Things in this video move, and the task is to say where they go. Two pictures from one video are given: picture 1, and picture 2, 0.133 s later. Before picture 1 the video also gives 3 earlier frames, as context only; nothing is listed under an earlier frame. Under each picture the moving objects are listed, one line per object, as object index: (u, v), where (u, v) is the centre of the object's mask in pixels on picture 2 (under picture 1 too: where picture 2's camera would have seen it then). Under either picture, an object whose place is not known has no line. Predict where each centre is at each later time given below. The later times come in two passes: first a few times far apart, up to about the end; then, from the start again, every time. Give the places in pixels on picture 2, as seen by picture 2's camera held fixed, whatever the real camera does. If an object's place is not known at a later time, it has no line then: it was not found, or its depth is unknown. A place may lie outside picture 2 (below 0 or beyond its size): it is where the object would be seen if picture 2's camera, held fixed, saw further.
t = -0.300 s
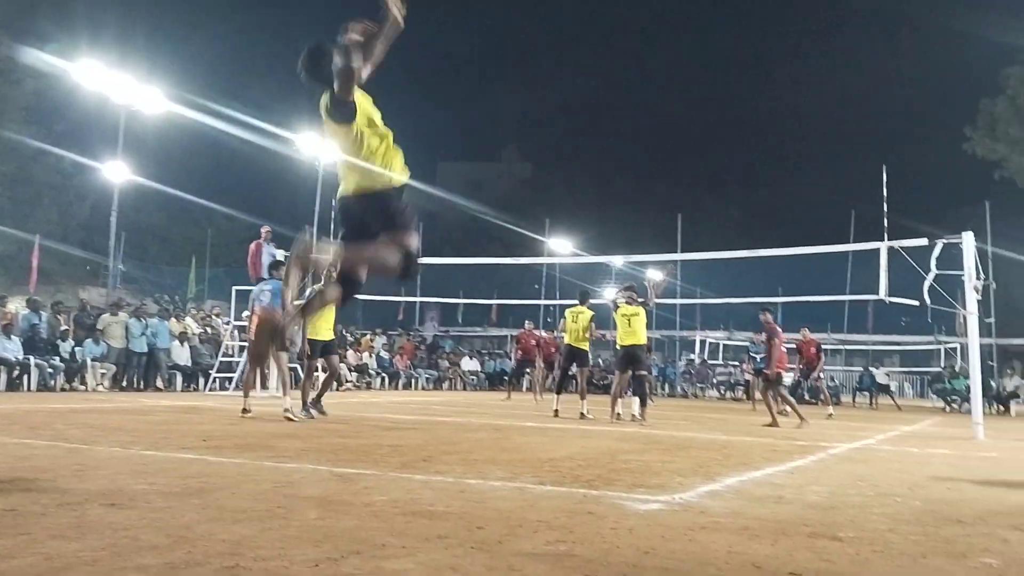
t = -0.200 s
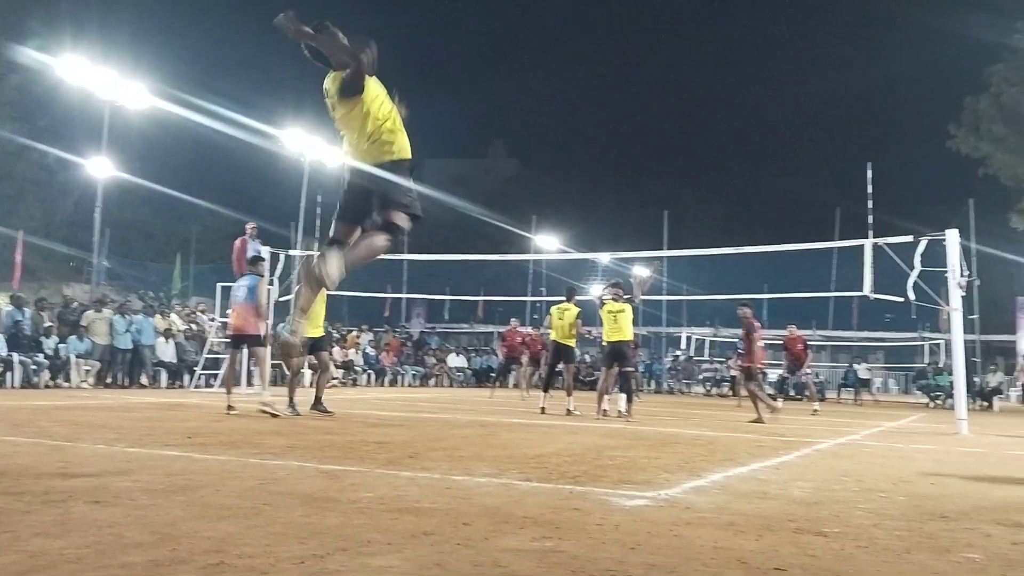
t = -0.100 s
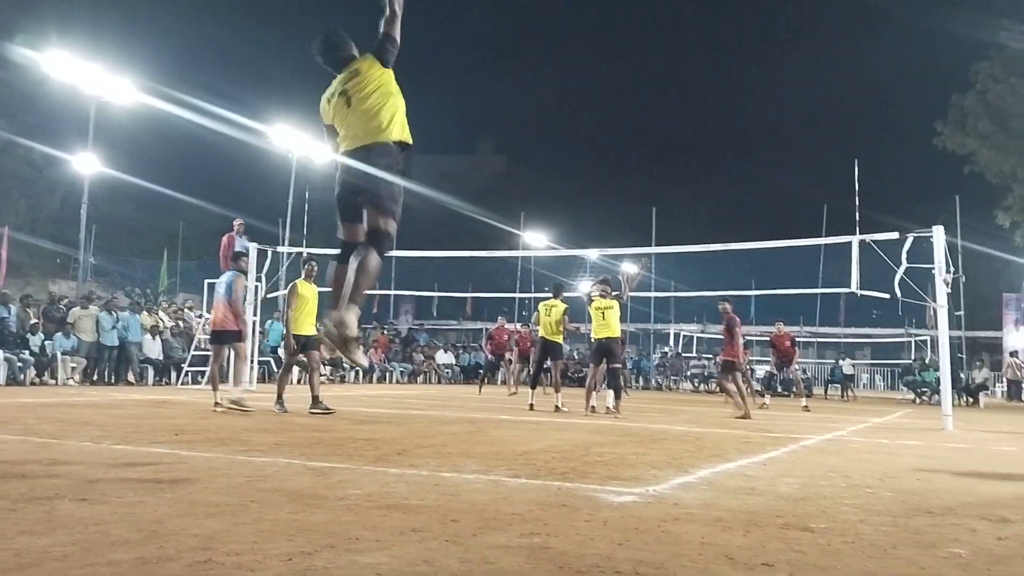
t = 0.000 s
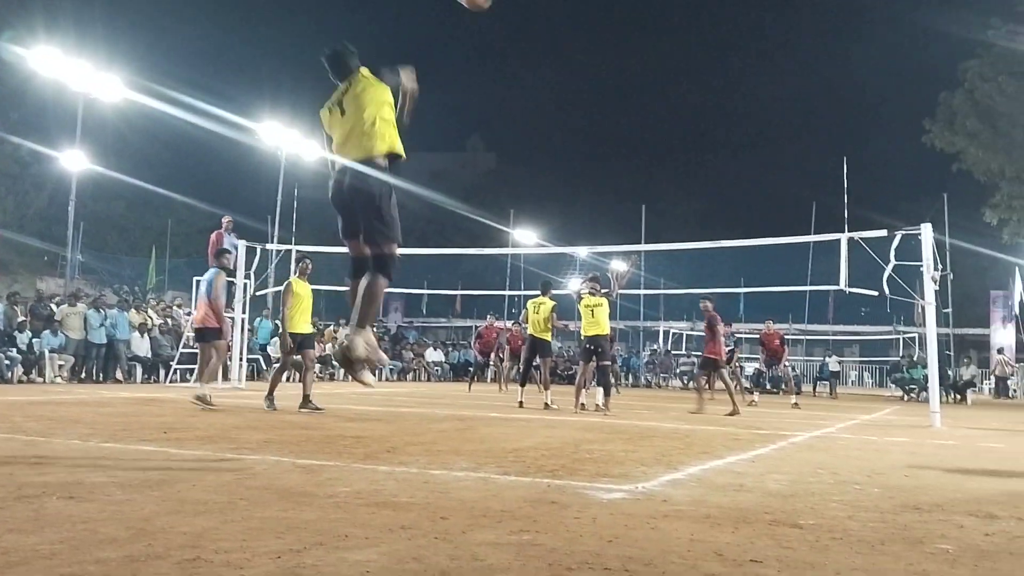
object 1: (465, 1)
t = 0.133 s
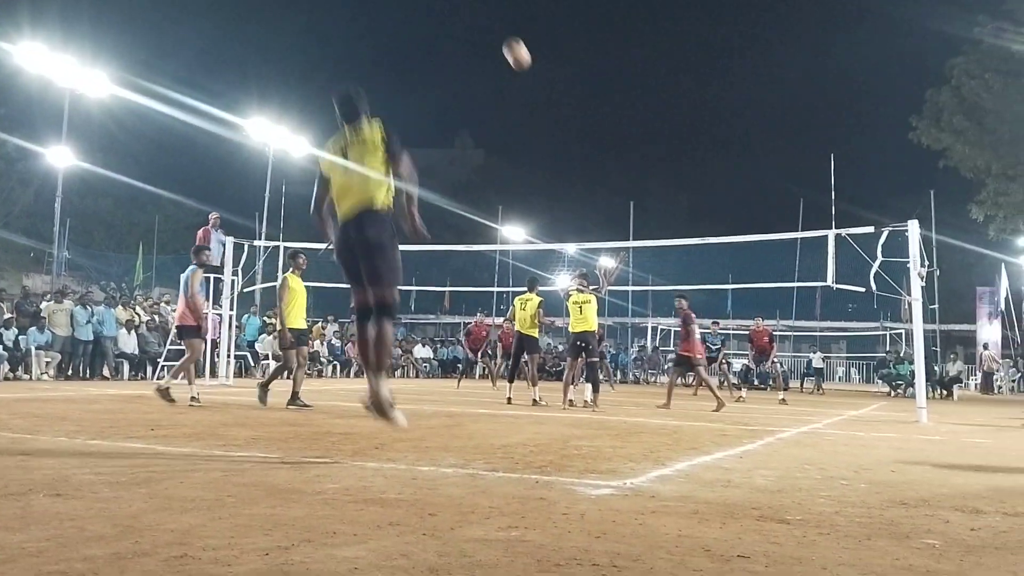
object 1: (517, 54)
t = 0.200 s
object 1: (533, 85)
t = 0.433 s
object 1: (563, 183)
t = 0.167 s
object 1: (526, 70)
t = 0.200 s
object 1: (533, 85)
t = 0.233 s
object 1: (540, 100)
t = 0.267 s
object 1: (545, 115)
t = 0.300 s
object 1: (550, 129)
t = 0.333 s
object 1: (554, 143)
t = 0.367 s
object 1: (557, 157)
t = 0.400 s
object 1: (560, 170)
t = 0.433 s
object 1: (563, 183)
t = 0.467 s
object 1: (565, 197)
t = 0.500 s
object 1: (567, 210)
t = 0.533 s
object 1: (568, 223)
